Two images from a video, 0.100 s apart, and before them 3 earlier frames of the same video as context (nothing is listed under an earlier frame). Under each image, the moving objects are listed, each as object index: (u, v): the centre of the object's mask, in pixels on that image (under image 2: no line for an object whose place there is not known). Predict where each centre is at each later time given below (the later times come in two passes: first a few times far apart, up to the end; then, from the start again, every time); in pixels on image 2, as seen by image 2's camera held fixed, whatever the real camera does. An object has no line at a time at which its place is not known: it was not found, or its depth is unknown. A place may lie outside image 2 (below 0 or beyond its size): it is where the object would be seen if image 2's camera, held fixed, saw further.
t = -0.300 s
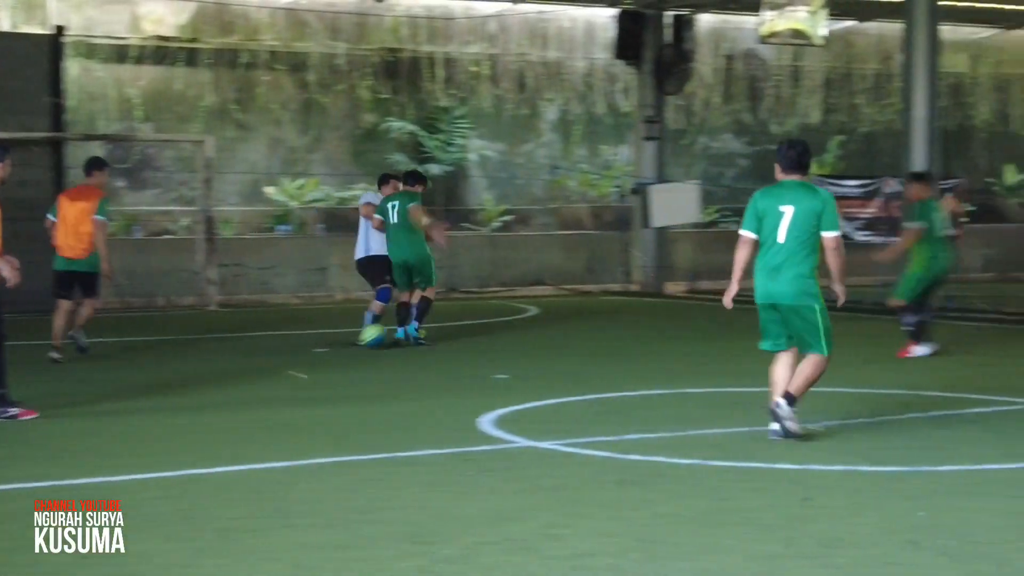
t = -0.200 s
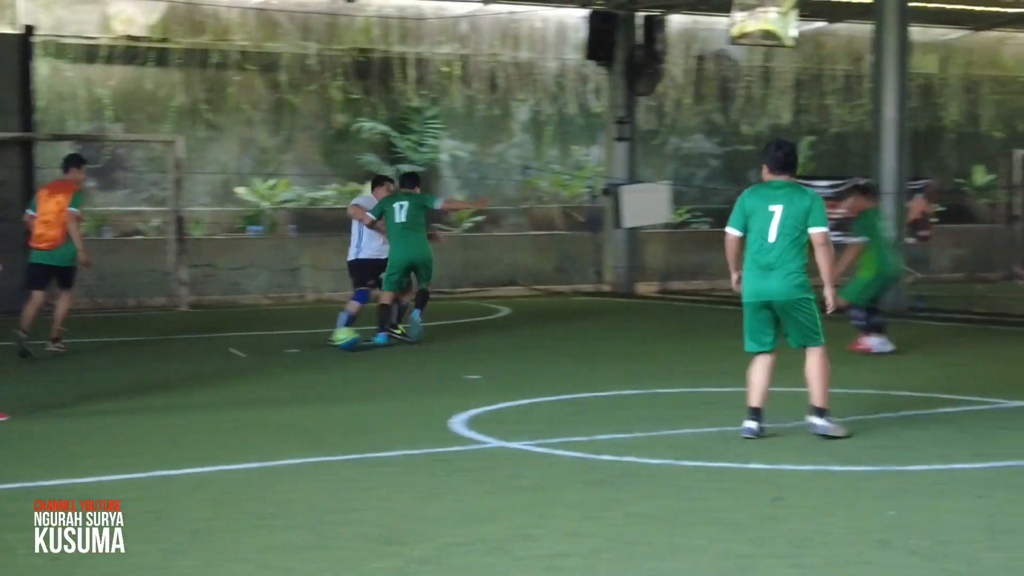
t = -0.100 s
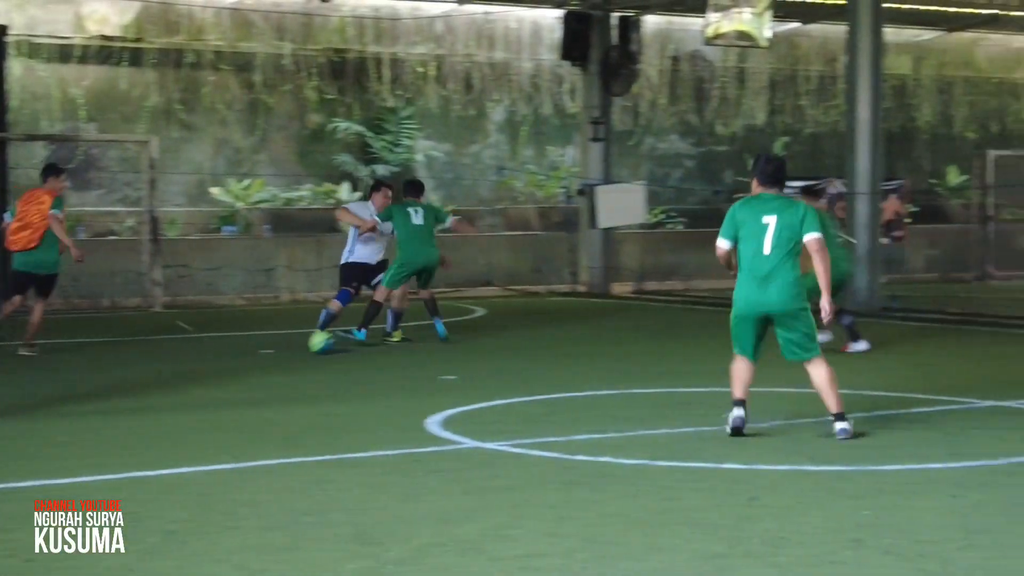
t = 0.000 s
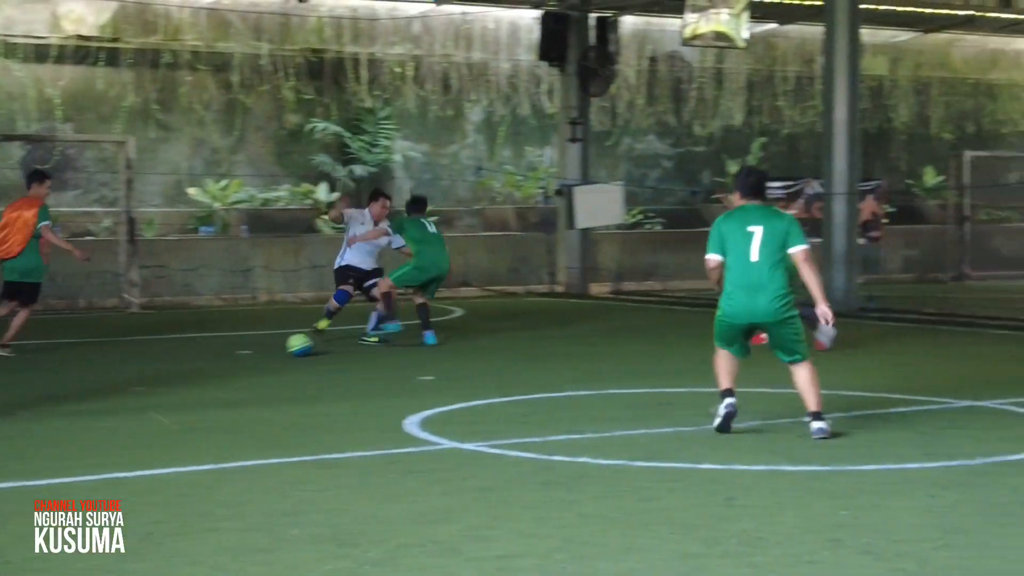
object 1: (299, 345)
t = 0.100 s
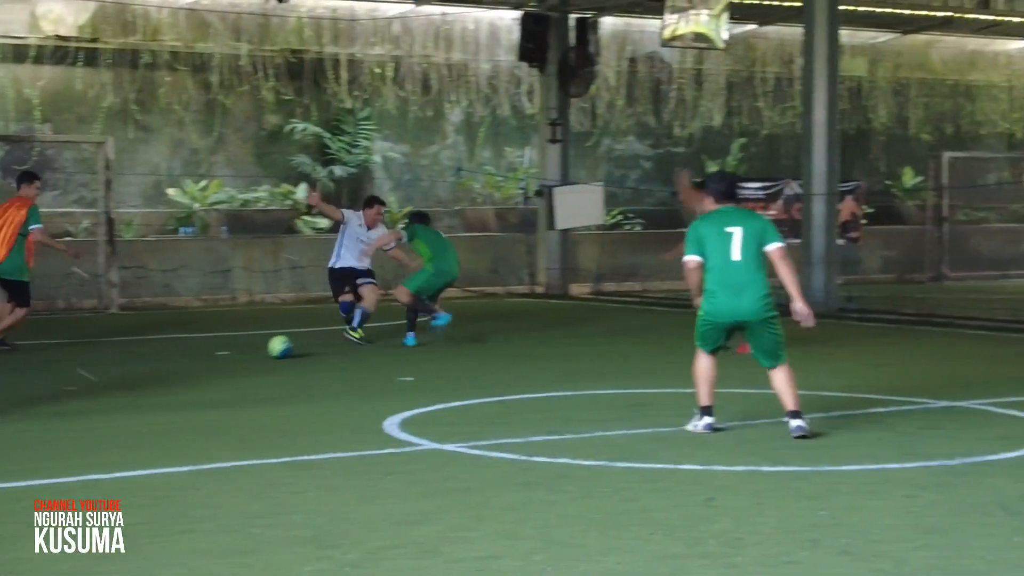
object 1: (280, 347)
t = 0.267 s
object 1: (281, 349)
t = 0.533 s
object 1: (282, 352)
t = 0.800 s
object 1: (282, 356)
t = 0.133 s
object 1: (280, 347)
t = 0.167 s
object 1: (280, 347)
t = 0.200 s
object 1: (280, 348)
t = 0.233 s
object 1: (281, 349)
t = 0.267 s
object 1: (281, 349)
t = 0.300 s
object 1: (280, 350)
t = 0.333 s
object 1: (281, 350)
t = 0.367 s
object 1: (282, 350)
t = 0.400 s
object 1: (281, 351)
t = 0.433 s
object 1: (281, 351)
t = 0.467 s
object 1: (281, 351)
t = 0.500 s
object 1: (281, 352)
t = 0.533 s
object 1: (282, 352)
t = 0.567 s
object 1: (282, 353)
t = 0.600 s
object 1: (282, 353)
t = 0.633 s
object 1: (282, 354)
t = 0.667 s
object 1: (282, 354)
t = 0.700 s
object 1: (282, 354)
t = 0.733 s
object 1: (282, 355)
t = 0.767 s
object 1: (282, 356)
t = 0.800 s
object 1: (282, 356)
